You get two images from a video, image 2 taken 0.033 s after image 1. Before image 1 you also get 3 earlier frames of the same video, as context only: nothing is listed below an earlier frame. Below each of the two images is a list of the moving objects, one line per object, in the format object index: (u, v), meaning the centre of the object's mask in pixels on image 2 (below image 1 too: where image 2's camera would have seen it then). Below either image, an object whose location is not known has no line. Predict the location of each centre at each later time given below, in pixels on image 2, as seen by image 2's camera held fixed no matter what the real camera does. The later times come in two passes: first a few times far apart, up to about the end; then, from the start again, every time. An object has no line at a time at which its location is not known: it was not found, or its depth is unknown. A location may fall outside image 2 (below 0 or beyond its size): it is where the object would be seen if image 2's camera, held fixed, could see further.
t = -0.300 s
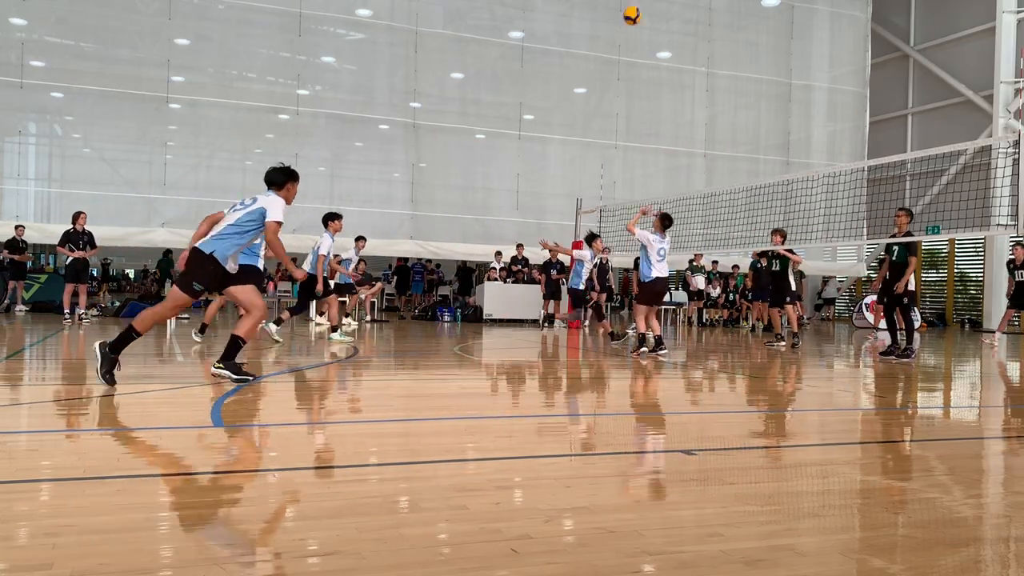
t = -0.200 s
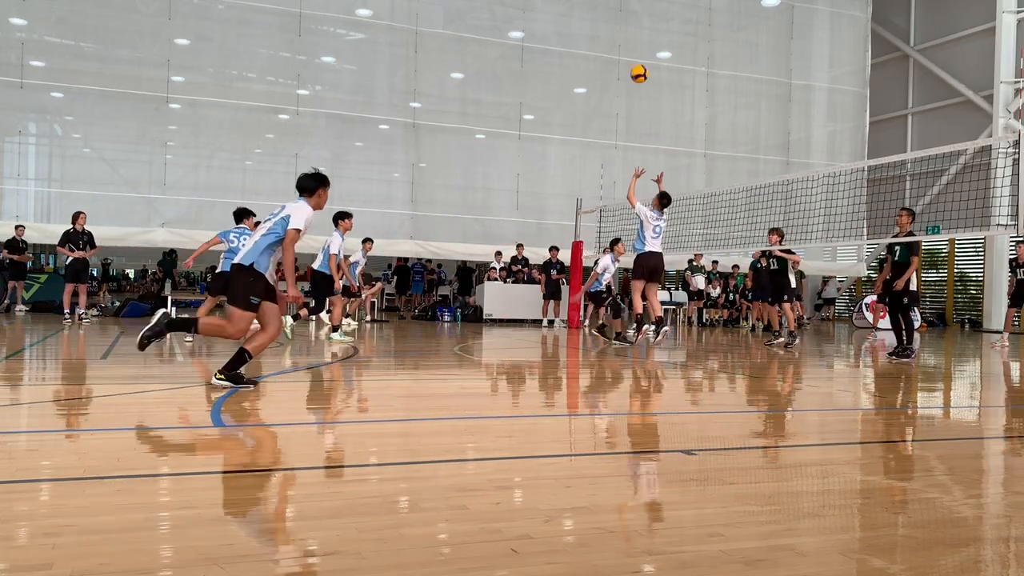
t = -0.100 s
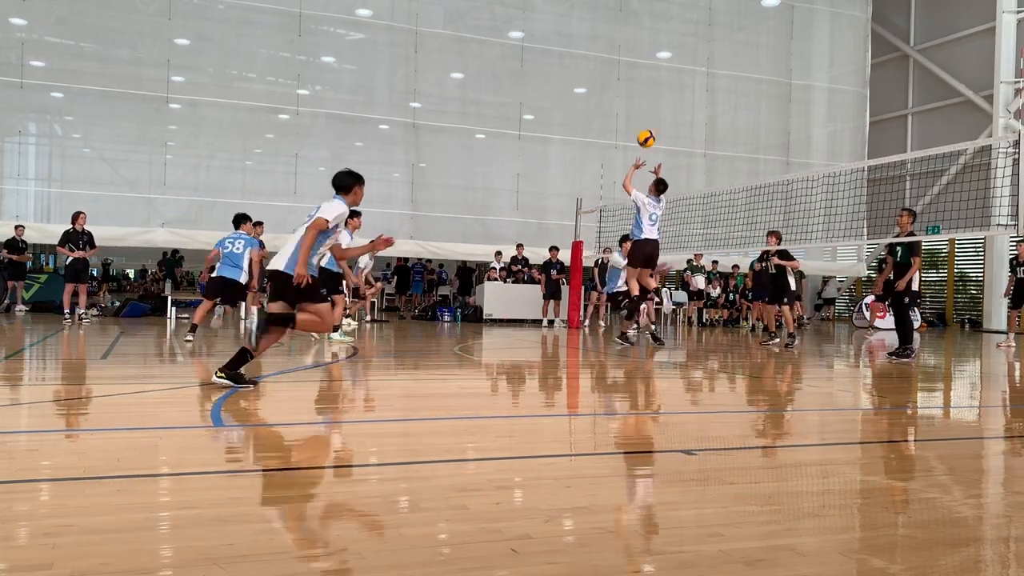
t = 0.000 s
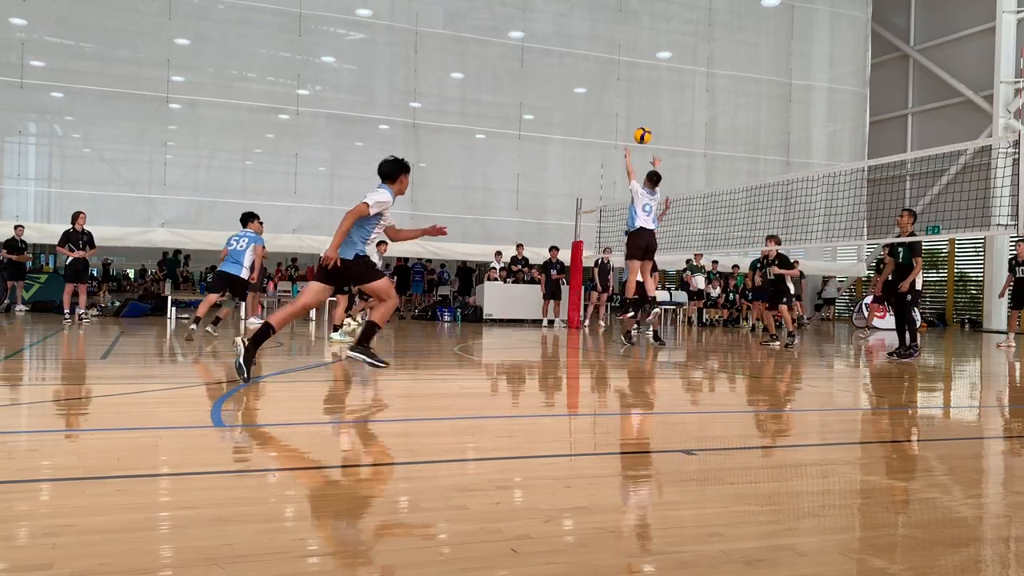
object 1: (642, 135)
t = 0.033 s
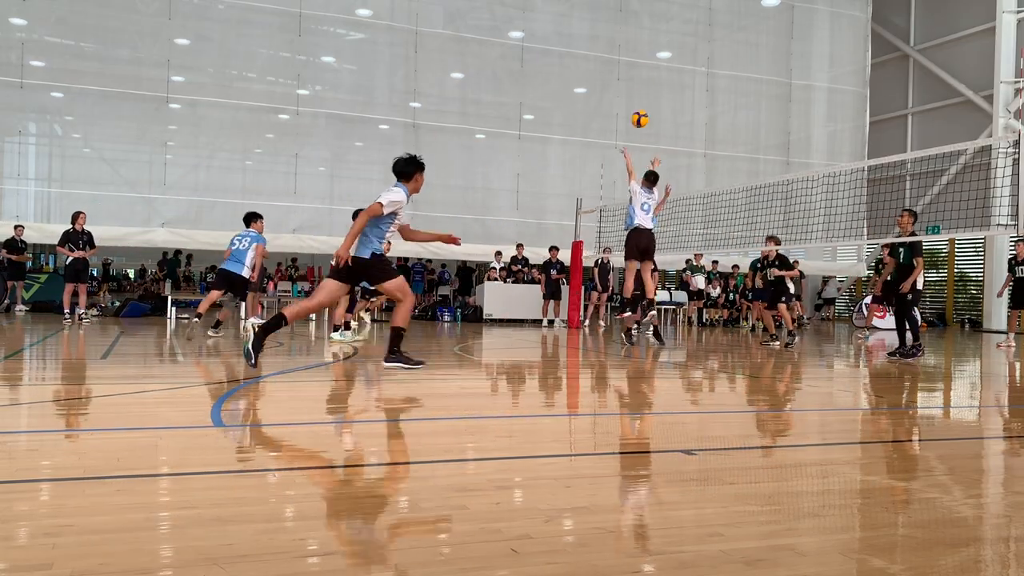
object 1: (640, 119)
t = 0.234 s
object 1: (624, 48)
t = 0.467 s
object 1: (608, 11)
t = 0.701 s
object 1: (592, 15)
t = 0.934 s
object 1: (578, 51)
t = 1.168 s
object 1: (565, 114)
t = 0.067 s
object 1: (637, 104)
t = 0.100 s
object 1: (634, 90)
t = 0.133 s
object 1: (631, 77)
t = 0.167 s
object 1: (628, 66)
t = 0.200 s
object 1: (626, 56)
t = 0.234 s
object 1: (624, 48)
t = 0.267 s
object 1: (622, 40)
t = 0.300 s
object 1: (619, 33)
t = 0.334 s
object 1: (617, 27)
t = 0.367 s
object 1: (615, 21)
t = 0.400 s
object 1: (612, 17)
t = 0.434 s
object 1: (610, 14)
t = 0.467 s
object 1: (608, 11)
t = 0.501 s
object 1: (605, 9)
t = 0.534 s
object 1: (604, 8)
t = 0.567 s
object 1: (601, 8)
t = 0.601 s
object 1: (599, 9)
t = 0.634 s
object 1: (597, 10)
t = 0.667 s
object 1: (595, 12)
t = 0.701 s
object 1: (592, 15)
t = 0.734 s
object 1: (590, 18)
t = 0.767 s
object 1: (588, 22)
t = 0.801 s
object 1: (586, 27)
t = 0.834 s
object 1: (584, 32)
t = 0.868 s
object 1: (582, 38)
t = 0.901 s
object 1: (580, 45)
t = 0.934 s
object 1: (578, 51)
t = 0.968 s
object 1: (576, 58)
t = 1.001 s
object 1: (574, 67)
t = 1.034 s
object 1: (572, 76)
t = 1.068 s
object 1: (570, 85)
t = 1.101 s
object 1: (569, 94)
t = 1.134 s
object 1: (567, 104)
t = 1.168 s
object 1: (565, 114)
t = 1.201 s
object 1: (563, 125)
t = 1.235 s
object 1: (561, 136)
